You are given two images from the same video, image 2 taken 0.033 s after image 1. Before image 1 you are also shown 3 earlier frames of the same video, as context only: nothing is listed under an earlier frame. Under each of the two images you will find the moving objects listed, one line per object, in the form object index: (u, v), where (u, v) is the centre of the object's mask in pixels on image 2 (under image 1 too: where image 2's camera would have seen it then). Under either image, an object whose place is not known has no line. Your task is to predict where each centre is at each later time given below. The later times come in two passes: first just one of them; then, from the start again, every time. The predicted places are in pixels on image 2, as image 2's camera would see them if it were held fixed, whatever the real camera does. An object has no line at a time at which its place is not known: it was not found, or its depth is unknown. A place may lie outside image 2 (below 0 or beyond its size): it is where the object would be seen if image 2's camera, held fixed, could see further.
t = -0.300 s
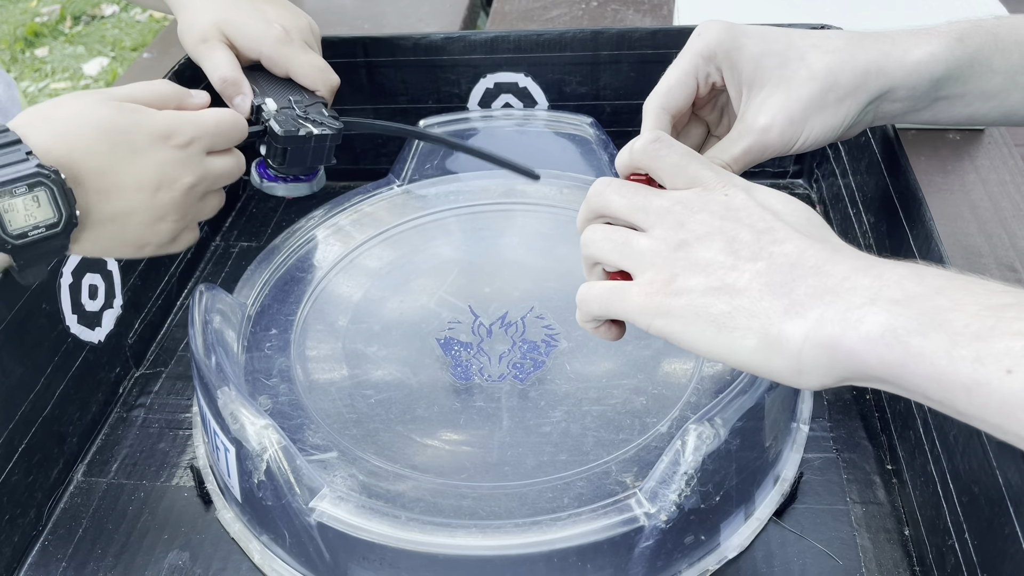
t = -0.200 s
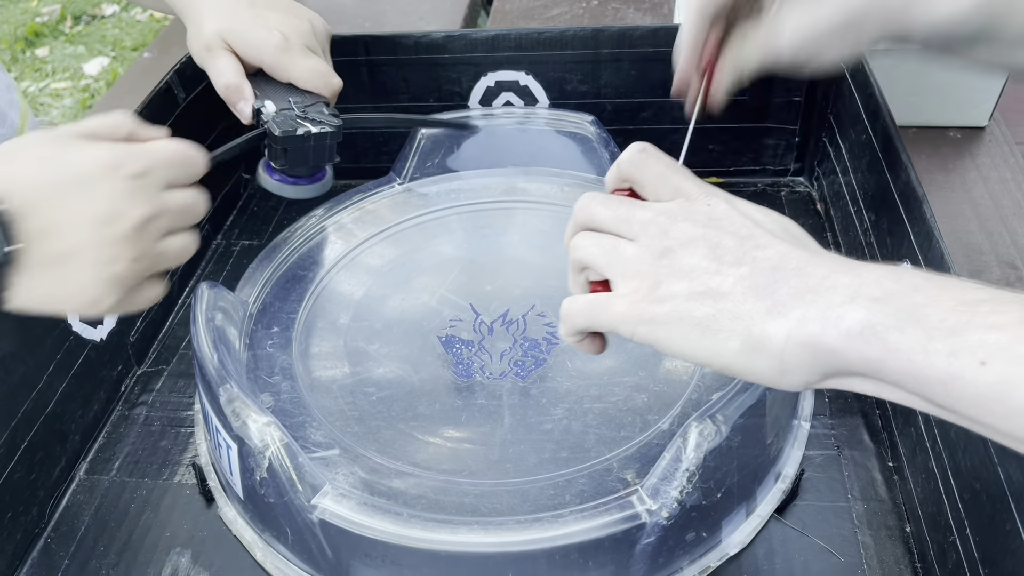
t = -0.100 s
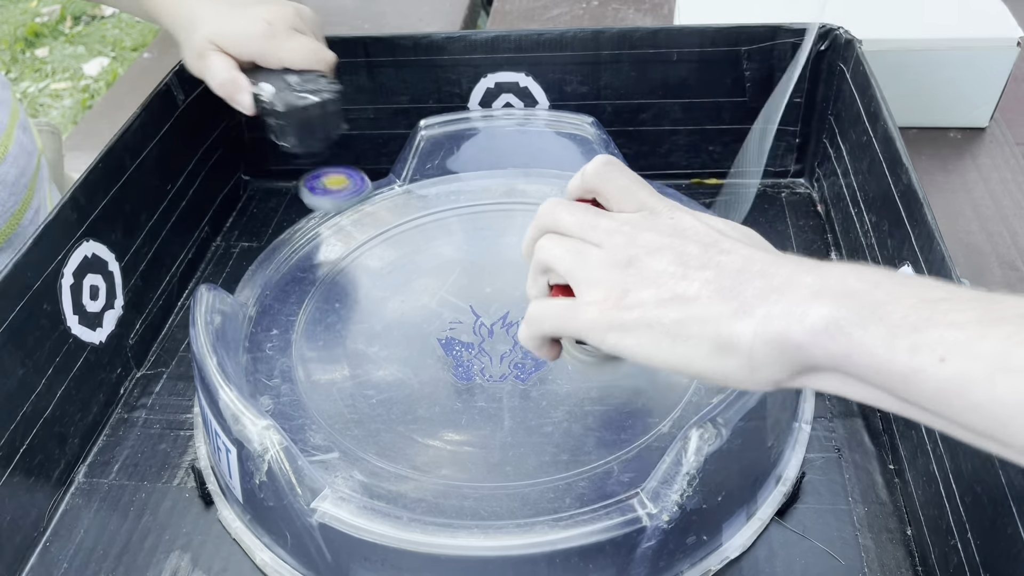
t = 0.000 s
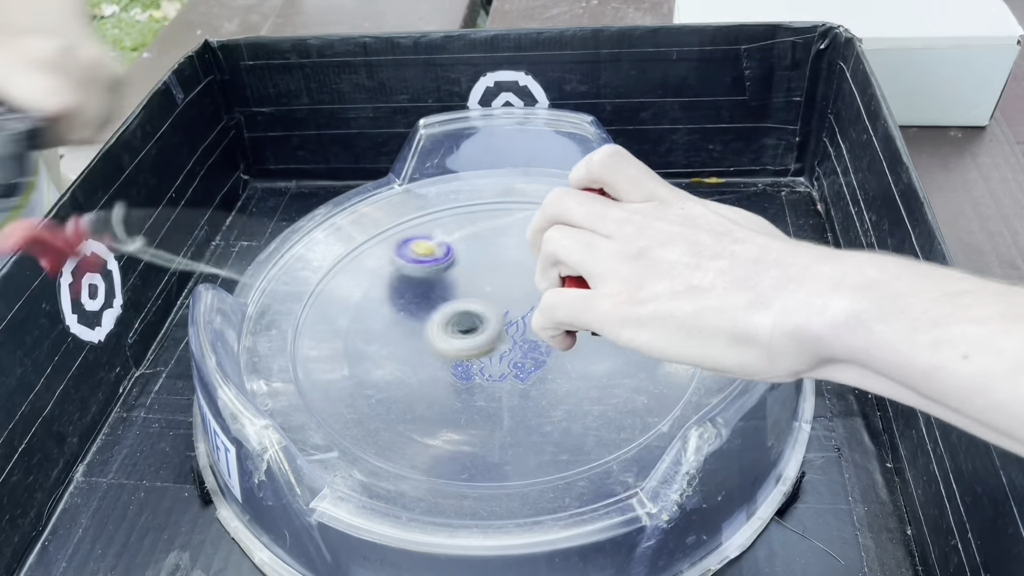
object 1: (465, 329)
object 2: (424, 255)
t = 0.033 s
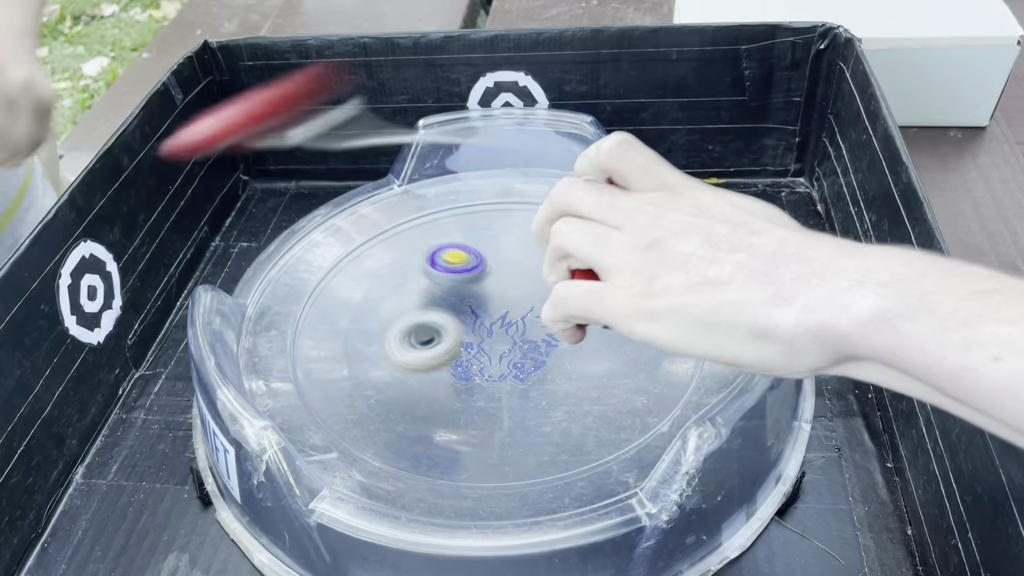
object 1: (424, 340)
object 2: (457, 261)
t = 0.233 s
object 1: (322, 331)
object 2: (634, 321)
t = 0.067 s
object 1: (385, 366)
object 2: (490, 280)
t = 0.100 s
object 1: (362, 351)
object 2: (522, 291)
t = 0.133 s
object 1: (344, 340)
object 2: (556, 299)
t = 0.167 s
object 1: (329, 344)
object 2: (585, 308)
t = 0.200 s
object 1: (323, 335)
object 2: (612, 316)
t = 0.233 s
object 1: (322, 331)
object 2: (634, 321)
